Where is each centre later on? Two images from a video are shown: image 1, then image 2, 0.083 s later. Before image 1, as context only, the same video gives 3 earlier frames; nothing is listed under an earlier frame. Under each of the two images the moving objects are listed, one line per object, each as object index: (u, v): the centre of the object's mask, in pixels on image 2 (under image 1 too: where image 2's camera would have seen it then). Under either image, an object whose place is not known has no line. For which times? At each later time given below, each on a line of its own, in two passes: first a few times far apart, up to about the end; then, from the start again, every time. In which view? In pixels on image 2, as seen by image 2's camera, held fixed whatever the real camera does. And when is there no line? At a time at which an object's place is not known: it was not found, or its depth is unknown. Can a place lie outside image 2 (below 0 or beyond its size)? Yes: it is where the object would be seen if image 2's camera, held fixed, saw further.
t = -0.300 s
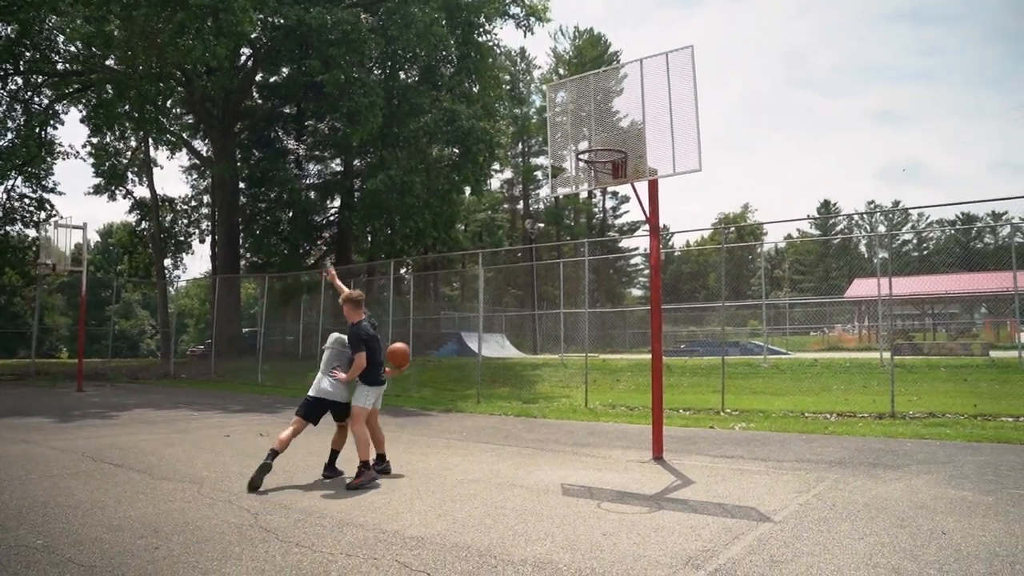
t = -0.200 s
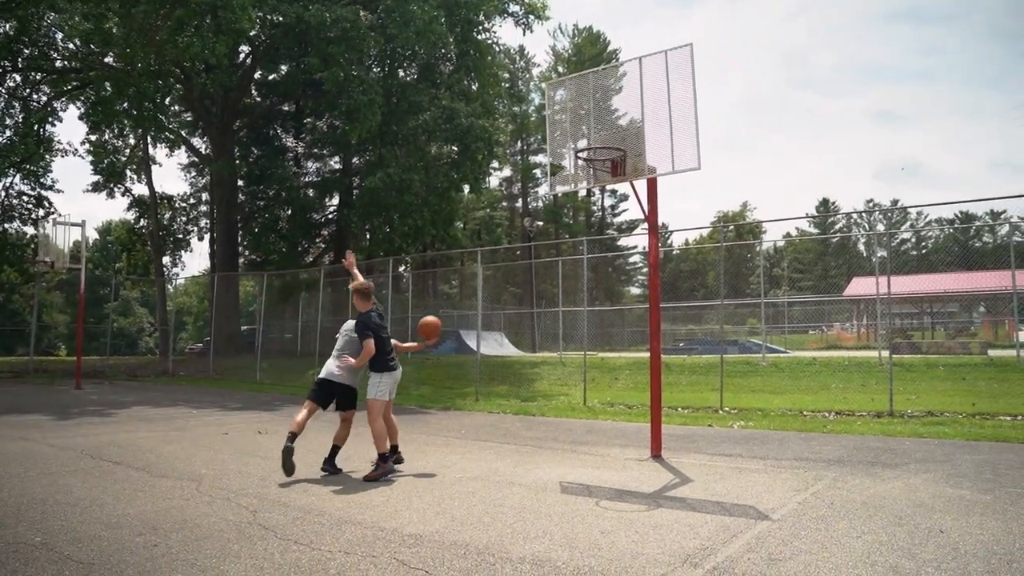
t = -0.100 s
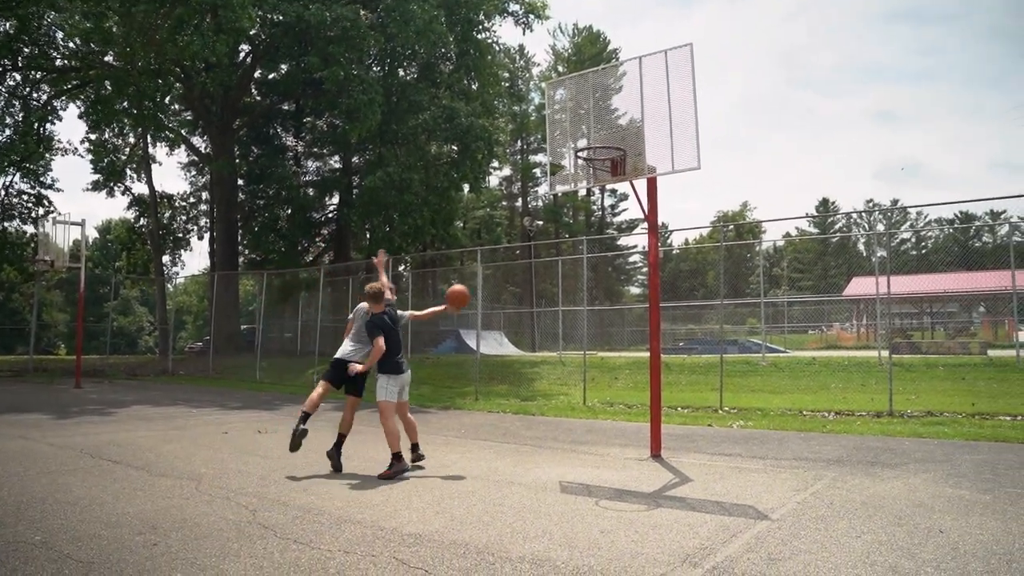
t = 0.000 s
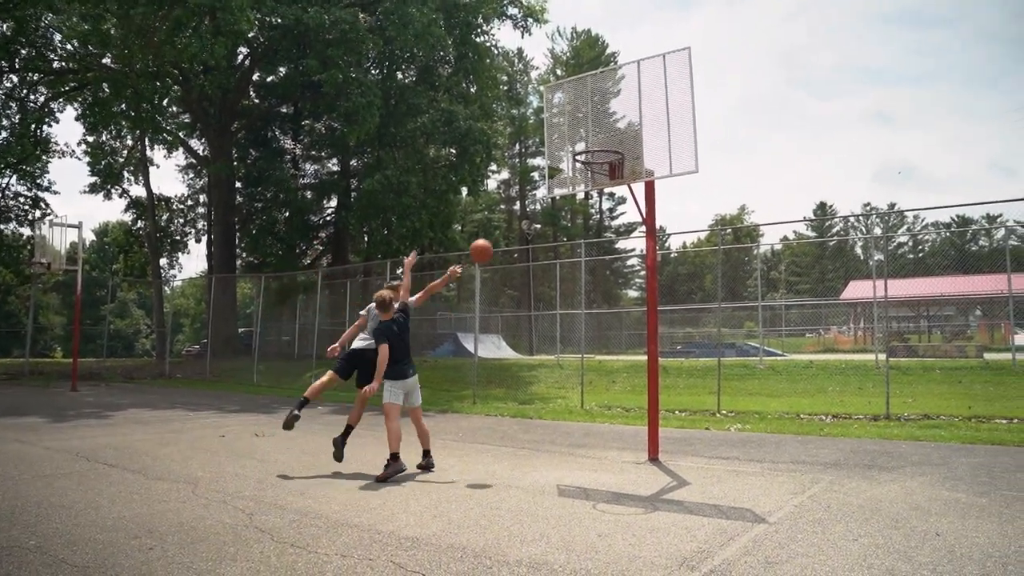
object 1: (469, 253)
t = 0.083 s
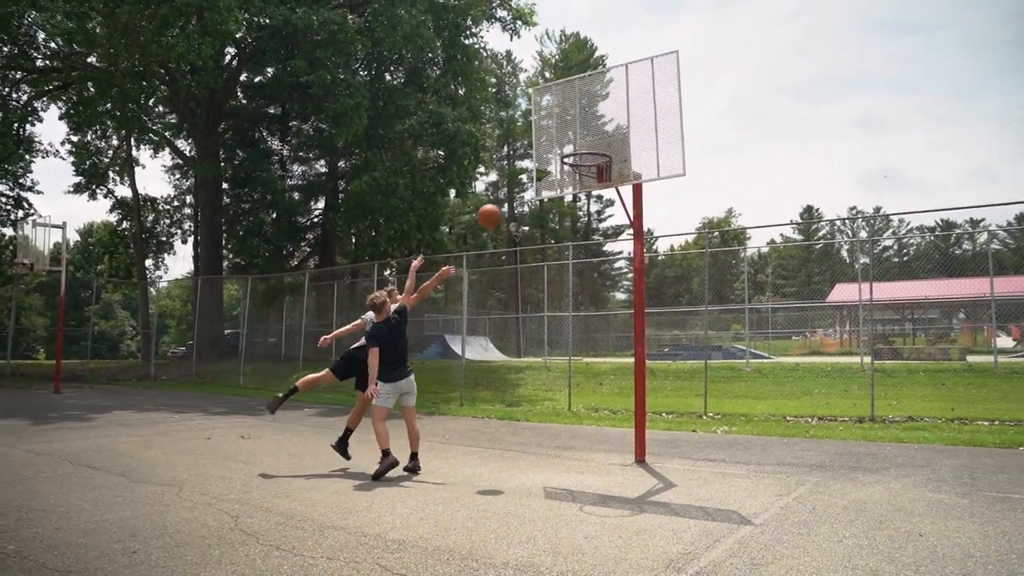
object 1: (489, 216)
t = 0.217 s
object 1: (520, 172)
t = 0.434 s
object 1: (572, 136)
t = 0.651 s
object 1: (580, 128)
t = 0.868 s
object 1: (587, 153)
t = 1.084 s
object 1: (580, 164)
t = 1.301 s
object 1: (586, 218)
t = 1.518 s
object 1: (594, 315)
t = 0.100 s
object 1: (493, 209)
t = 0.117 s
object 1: (497, 203)
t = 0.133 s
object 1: (502, 197)
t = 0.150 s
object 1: (505, 191)
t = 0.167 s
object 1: (509, 186)
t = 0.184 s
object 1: (513, 181)
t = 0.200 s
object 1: (517, 175)
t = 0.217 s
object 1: (520, 172)
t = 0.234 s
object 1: (525, 167)
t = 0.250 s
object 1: (528, 163)
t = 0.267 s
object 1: (533, 159)
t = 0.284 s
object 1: (537, 155)
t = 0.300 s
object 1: (541, 152)
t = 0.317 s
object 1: (545, 149)
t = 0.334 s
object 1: (549, 147)
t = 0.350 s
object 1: (553, 144)
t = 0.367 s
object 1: (557, 142)
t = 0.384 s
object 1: (561, 140)
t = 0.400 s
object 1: (565, 138)
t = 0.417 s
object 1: (569, 137)
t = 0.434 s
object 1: (572, 136)
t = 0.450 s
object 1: (573, 134)
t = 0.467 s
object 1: (573, 131)
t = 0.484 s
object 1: (574, 130)
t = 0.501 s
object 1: (574, 129)
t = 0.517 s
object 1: (574, 128)
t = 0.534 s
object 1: (575, 127)
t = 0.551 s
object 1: (576, 126)
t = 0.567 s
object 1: (576, 126)
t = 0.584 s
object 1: (577, 126)
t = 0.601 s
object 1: (578, 126)
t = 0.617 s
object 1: (579, 127)
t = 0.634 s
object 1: (579, 127)
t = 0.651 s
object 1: (580, 128)
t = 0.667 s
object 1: (581, 129)
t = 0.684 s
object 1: (581, 131)
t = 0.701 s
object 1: (582, 133)
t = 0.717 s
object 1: (582, 135)
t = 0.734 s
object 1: (583, 137)
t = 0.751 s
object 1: (584, 140)
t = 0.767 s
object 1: (584, 142)
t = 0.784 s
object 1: (585, 144)
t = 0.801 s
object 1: (586, 149)
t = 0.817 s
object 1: (586, 150)
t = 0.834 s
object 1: (586, 151)
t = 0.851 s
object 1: (586, 152)
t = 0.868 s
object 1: (587, 153)
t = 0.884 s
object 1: (587, 155)
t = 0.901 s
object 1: (587, 158)
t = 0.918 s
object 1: (587, 160)
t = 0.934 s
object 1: (587, 160)
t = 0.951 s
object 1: (586, 159)
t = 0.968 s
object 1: (586, 159)
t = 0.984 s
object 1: (584, 159)
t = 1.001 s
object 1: (583, 159)
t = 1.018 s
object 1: (583, 159)
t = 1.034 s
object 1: (580, 160)
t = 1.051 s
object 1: (580, 160)
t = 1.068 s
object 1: (579, 161)
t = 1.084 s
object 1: (580, 164)
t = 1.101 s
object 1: (580, 166)
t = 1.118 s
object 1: (581, 168)
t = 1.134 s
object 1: (582, 171)
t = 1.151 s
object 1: (582, 175)
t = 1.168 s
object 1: (583, 178)
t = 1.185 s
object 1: (583, 182)
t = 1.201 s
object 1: (583, 186)
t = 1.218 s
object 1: (584, 191)
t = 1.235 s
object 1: (586, 196)
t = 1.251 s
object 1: (585, 200)
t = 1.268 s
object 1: (585, 206)
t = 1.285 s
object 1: (586, 211)
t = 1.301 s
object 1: (586, 218)
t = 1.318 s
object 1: (587, 223)
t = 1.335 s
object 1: (588, 229)
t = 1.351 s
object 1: (588, 236)
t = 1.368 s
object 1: (589, 242)
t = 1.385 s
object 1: (589, 249)
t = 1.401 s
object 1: (590, 258)
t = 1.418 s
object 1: (591, 264)
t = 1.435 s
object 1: (591, 272)
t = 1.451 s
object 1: (592, 280)
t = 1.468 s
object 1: (591, 287)
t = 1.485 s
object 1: (593, 296)
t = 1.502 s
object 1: (594, 305)
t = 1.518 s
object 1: (594, 315)
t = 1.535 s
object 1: (595, 325)
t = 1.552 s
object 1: (595, 334)
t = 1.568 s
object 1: (596, 343)
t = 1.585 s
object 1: (596, 354)
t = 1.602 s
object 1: (597, 365)
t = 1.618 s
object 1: (597, 376)
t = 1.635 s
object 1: (597, 386)
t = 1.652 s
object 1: (597, 397)
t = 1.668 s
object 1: (598, 409)
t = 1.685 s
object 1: (599, 420)
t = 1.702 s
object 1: (598, 433)
